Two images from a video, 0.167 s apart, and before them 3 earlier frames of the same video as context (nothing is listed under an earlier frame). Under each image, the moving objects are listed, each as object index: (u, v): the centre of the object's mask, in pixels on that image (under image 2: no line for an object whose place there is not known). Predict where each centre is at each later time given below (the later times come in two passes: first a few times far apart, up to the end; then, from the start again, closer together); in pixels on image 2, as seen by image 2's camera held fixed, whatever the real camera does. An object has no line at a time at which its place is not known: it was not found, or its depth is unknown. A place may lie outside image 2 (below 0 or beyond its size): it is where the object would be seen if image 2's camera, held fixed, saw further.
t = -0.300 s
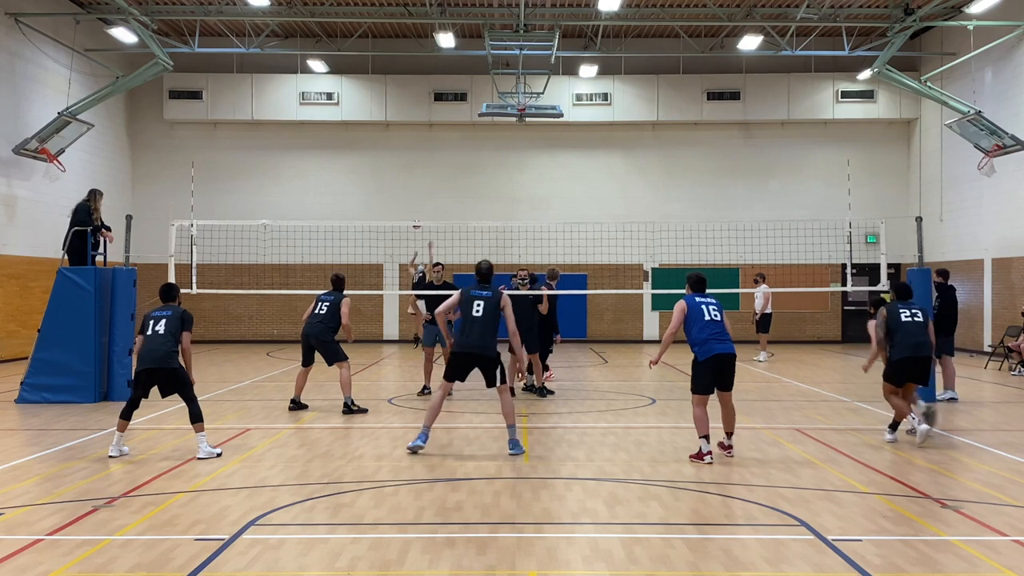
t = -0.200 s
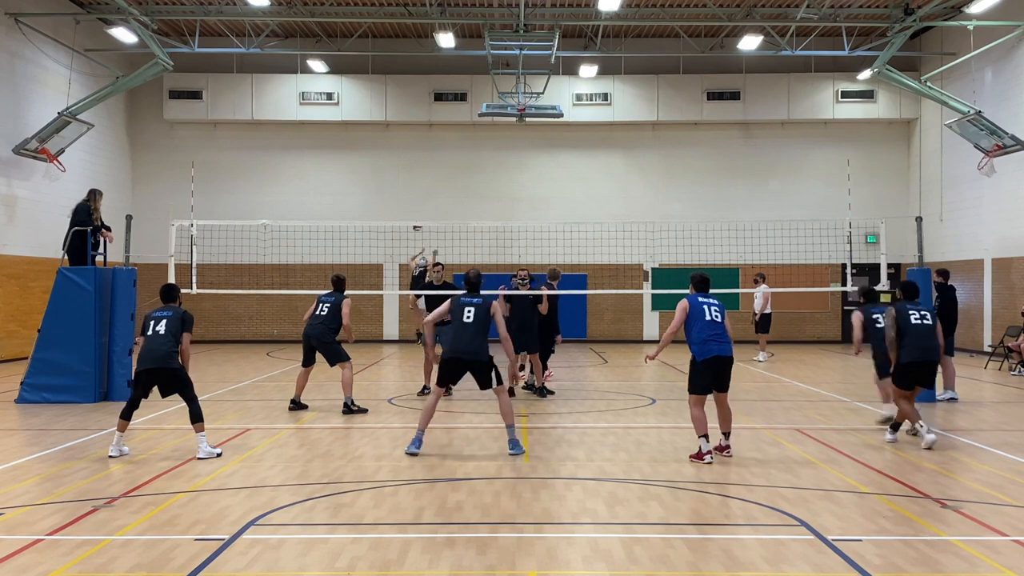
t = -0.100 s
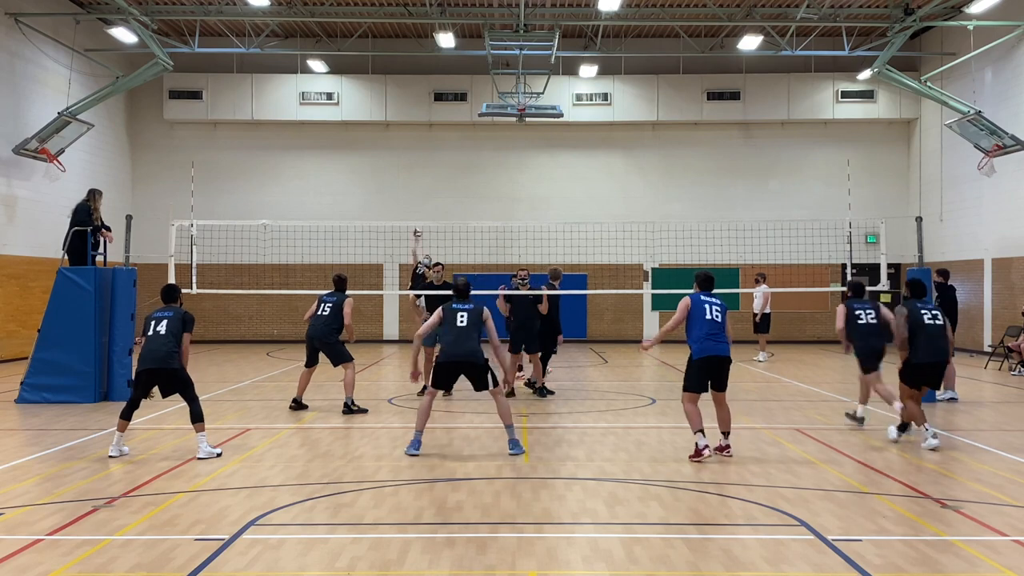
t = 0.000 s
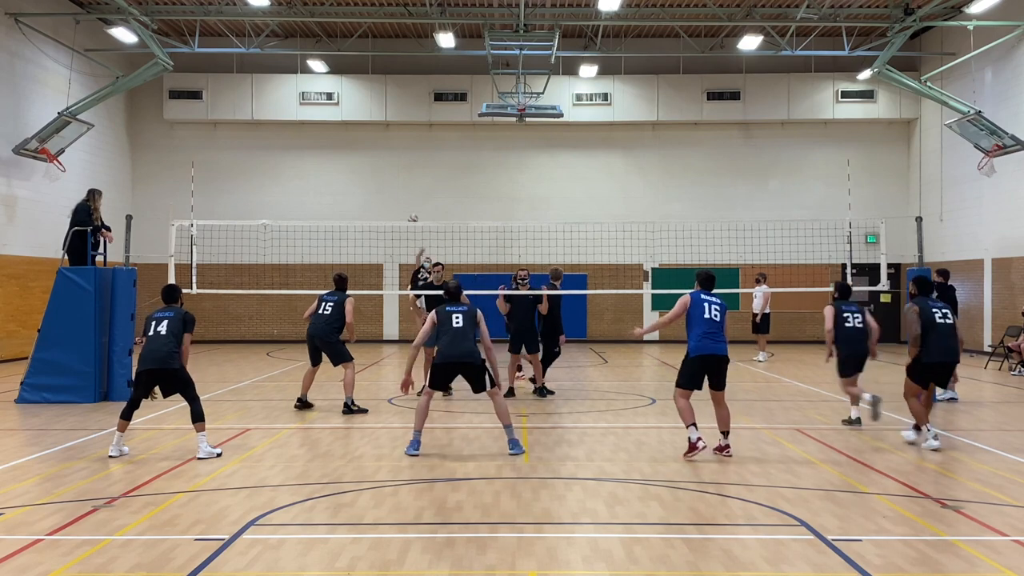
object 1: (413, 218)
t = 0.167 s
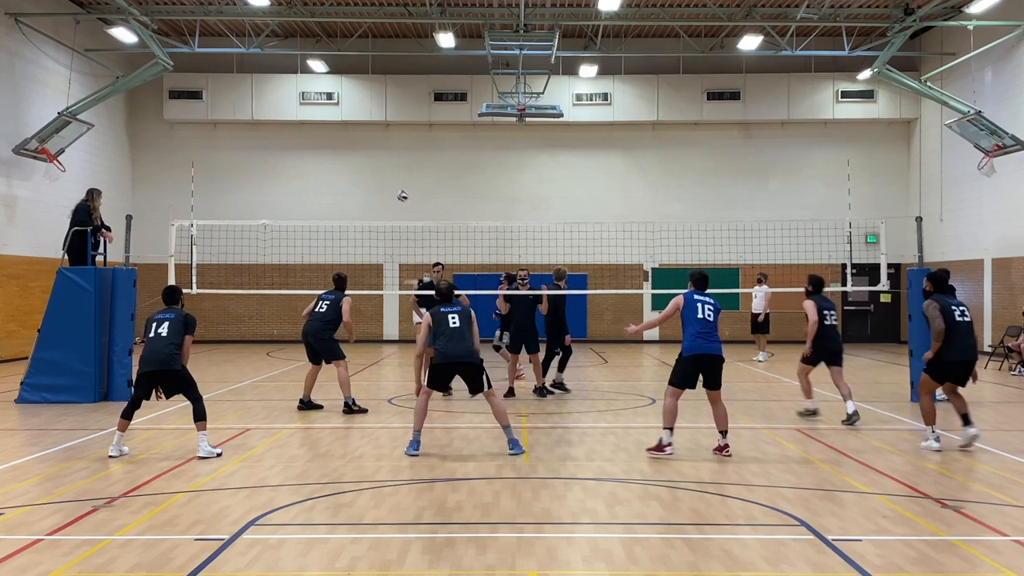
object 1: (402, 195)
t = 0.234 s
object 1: (397, 189)
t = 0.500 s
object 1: (374, 185)
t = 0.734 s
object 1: (346, 225)
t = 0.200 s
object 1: (400, 192)
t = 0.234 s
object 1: (397, 189)
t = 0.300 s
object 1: (393, 185)
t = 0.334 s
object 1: (389, 183)
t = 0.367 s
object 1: (386, 182)
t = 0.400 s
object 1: (384, 182)
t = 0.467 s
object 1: (378, 183)
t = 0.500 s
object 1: (374, 185)
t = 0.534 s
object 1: (370, 188)
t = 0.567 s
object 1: (367, 192)
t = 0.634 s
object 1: (359, 203)
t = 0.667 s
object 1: (355, 209)
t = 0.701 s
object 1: (351, 217)
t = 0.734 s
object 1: (346, 225)
